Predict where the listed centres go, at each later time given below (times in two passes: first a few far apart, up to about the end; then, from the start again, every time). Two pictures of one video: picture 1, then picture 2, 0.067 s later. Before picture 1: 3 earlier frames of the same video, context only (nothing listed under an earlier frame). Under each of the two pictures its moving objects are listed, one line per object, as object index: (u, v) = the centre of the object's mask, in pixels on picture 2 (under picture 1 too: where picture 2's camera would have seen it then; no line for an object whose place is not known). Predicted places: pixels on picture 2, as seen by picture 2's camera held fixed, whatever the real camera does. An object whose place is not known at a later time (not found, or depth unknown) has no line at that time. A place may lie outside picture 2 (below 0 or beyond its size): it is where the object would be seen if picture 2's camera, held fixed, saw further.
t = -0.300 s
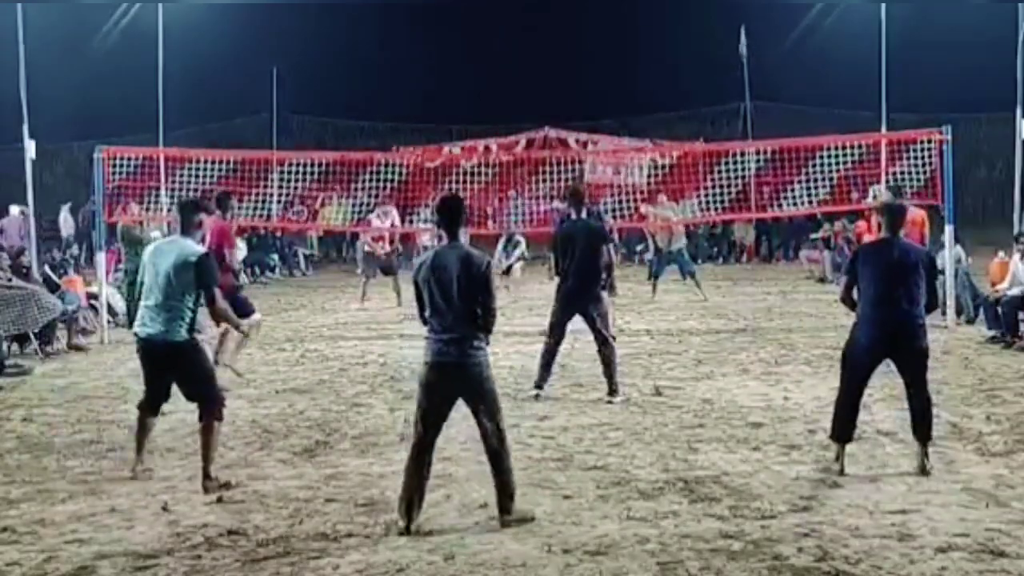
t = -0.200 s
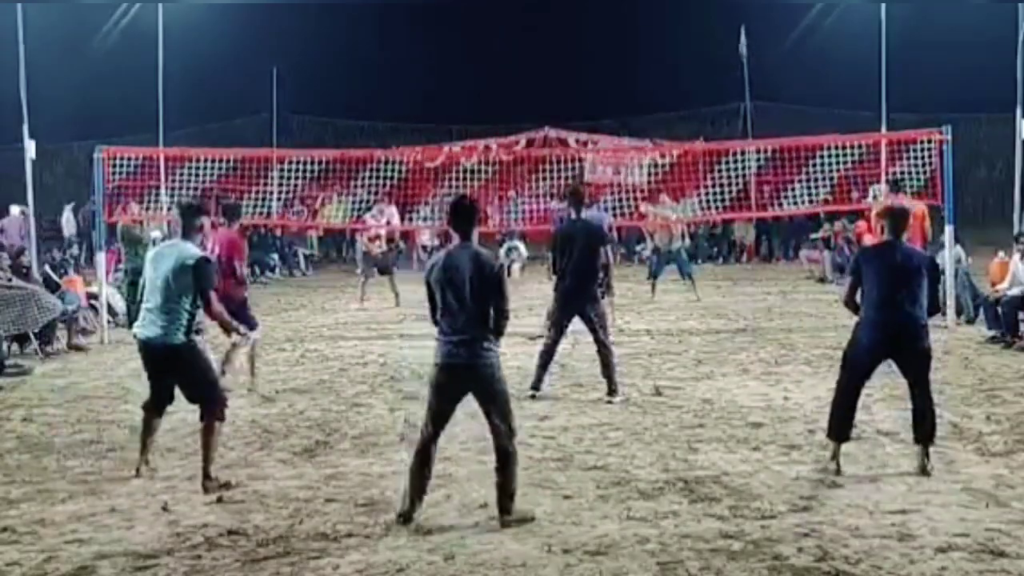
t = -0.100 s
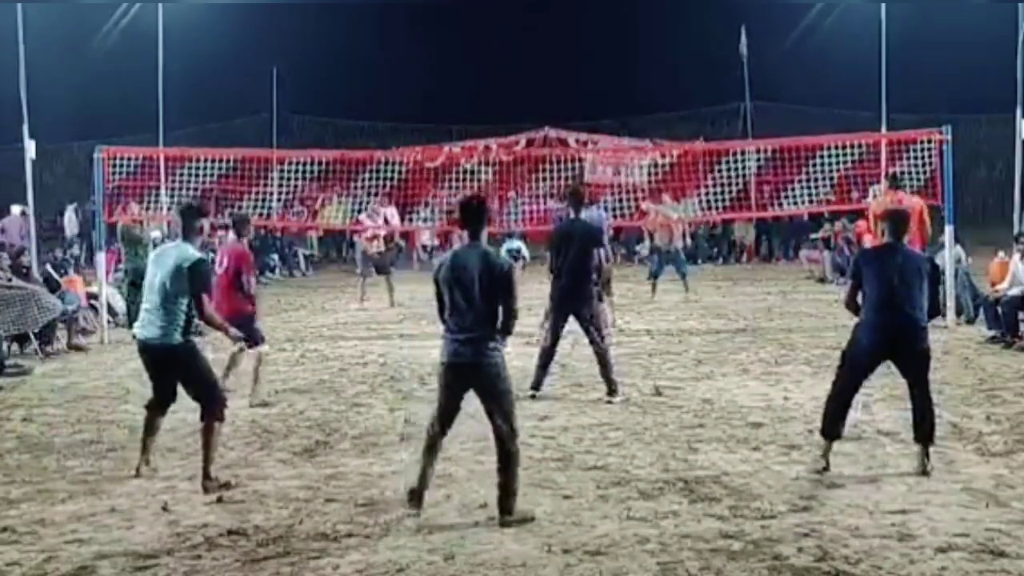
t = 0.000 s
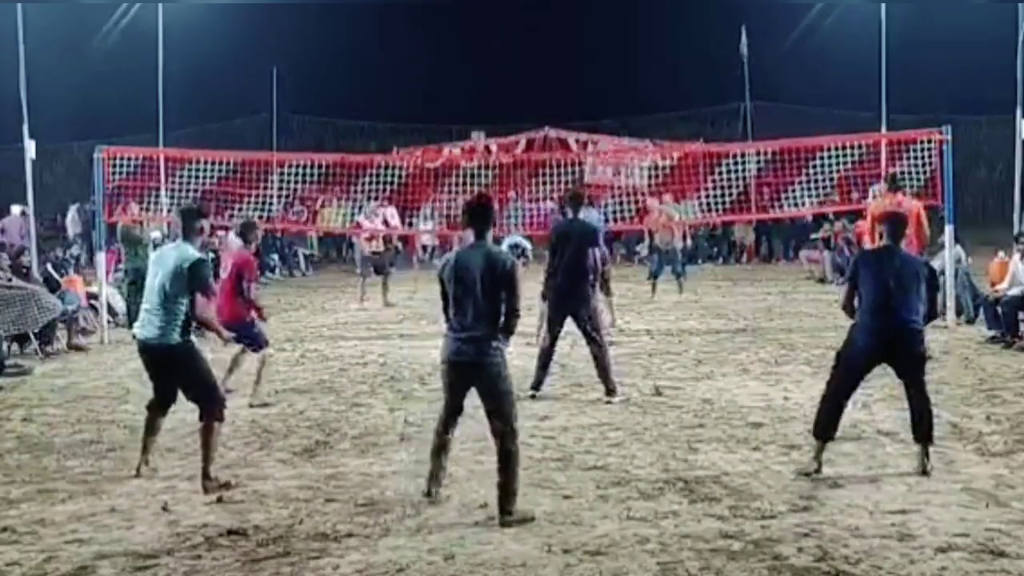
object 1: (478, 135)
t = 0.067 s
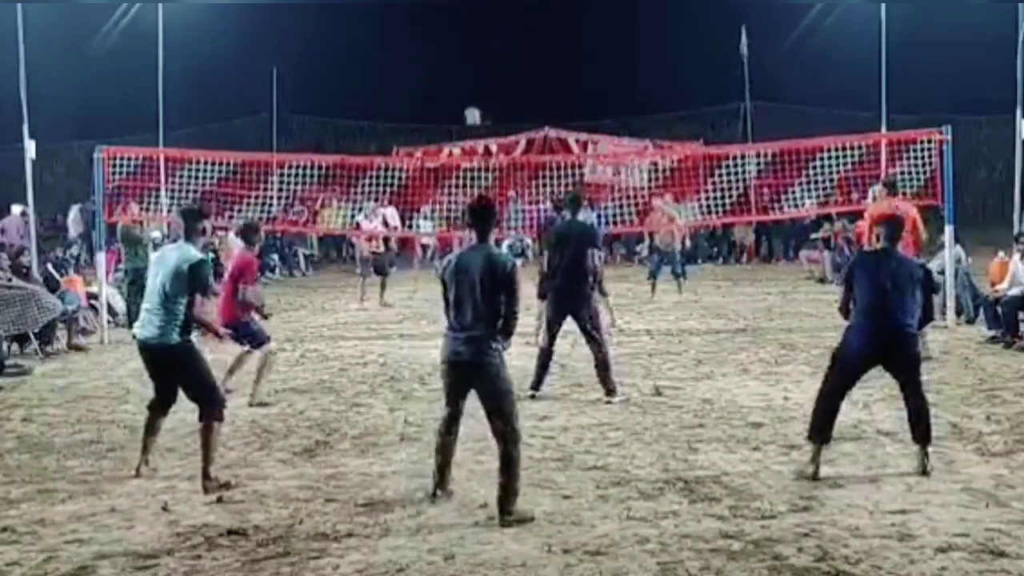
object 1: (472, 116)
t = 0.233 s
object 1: (456, 68)
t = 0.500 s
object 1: (425, 25)
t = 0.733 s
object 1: (391, 37)
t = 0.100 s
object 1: (470, 105)
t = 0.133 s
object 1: (467, 95)
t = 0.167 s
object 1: (463, 85)
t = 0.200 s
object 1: (460, 76)
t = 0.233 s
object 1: (456, 68)
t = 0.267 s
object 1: (452, 59)
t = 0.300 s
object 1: (449, 52)
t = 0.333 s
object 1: (445, 46)
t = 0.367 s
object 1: (442, 40)
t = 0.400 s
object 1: (438, 35)
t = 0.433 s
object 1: (434, 31)
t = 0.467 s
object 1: (430, 28)
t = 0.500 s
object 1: (425, 25)
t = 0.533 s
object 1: (421, 23)
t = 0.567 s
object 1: (416, 24)
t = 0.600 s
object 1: (411, 24)
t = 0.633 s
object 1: (407, 25)
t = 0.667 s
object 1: (402, 28)
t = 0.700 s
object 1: (397, 32)
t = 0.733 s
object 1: (391, 37)
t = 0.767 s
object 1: (386, 43)
